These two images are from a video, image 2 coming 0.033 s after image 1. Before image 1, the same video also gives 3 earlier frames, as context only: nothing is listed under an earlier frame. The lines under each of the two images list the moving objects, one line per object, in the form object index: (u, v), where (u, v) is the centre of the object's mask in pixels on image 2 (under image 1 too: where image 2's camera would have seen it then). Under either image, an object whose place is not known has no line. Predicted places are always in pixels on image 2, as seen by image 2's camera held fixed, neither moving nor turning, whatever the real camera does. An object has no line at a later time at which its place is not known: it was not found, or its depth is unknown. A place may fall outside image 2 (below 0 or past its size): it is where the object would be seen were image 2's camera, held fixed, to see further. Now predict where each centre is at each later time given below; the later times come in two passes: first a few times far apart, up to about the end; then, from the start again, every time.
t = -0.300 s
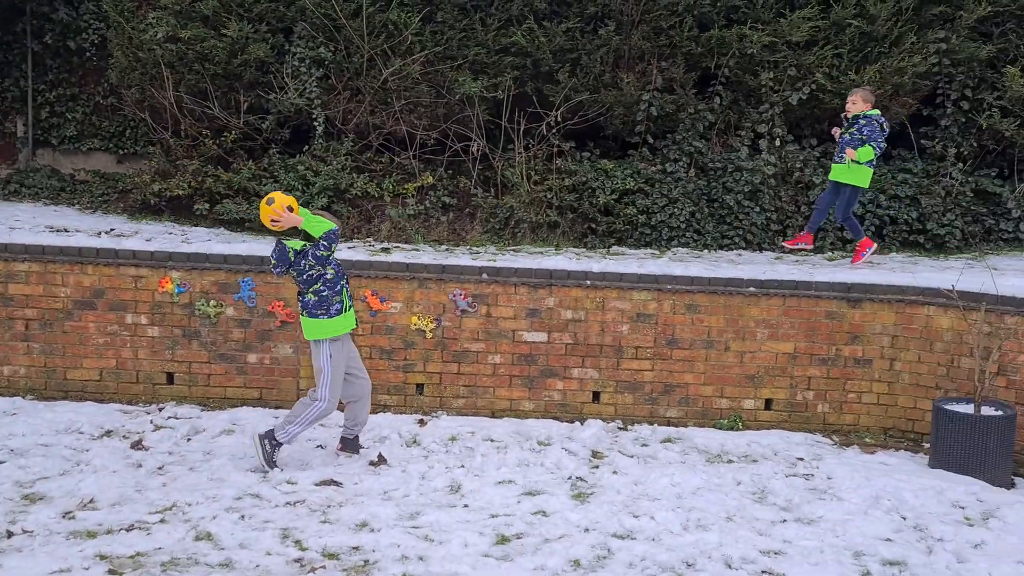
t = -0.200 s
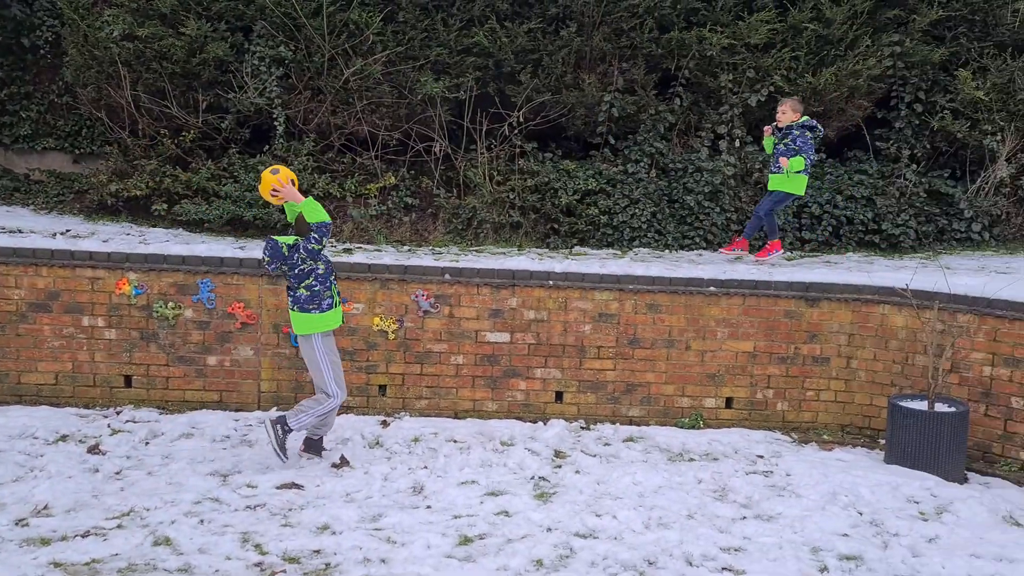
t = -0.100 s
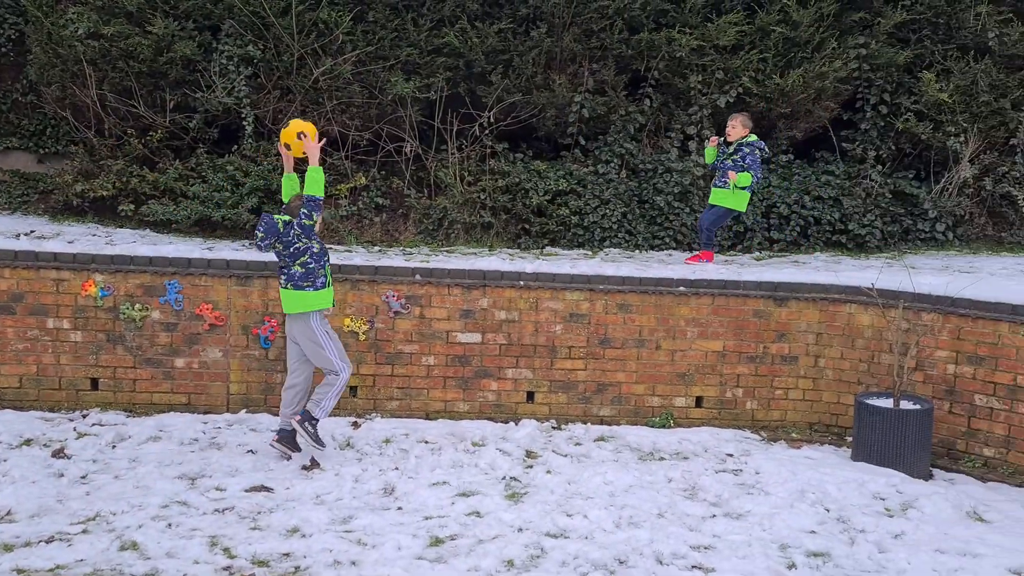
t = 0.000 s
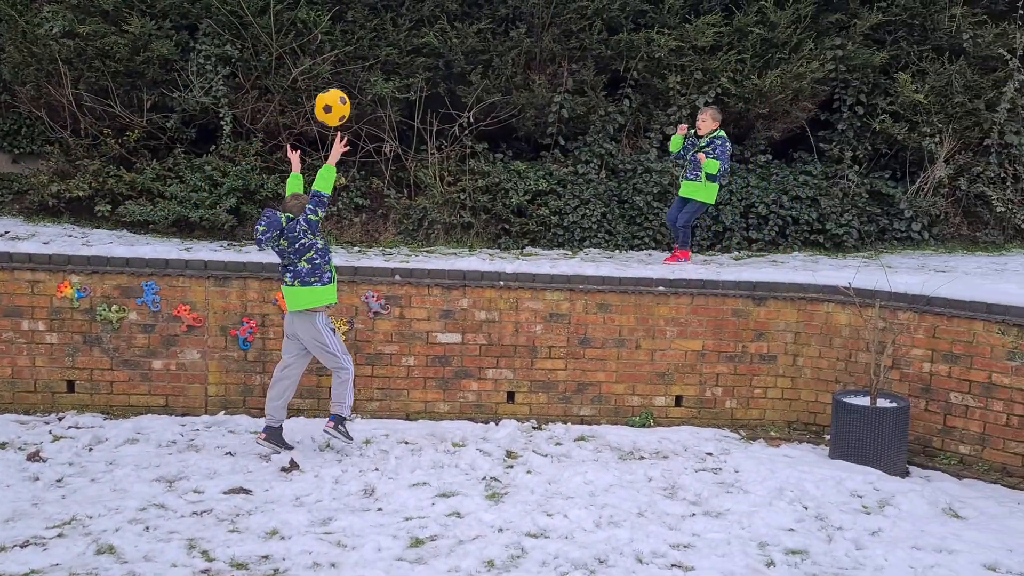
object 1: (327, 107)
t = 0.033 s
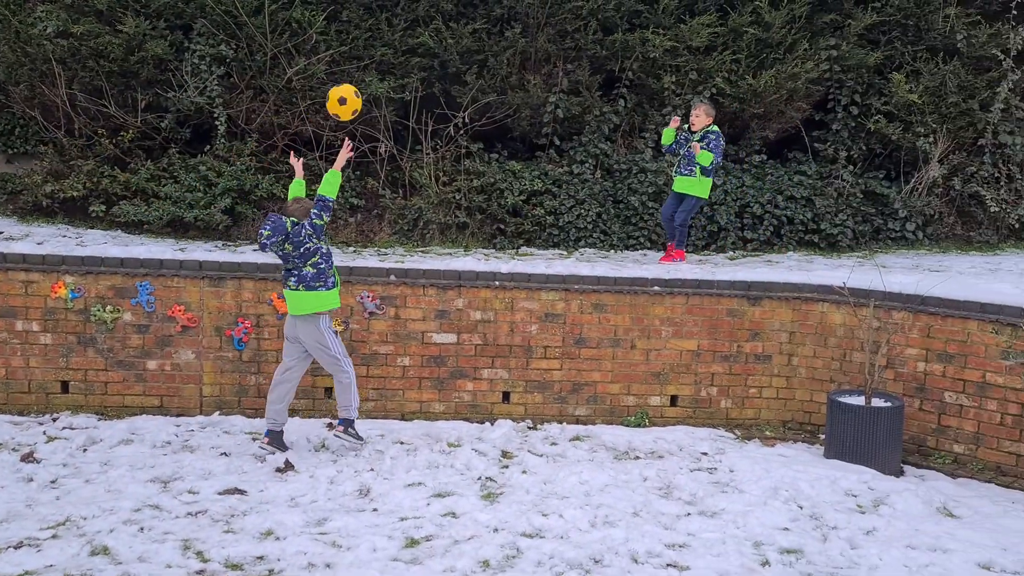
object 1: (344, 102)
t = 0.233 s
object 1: (431, 111)
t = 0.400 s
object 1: (490, 165)
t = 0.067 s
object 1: (360, 99)
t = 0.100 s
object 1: (375, 98)
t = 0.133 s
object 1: (390, 99)
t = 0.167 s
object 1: (404, 101)
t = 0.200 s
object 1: (418, 105)
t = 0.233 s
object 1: (431, 111)
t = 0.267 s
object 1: (443, 119)
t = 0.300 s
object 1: (456, 129)
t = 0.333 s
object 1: (468, 139)
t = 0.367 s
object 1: (479, 152)
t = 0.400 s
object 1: (490, 165)
